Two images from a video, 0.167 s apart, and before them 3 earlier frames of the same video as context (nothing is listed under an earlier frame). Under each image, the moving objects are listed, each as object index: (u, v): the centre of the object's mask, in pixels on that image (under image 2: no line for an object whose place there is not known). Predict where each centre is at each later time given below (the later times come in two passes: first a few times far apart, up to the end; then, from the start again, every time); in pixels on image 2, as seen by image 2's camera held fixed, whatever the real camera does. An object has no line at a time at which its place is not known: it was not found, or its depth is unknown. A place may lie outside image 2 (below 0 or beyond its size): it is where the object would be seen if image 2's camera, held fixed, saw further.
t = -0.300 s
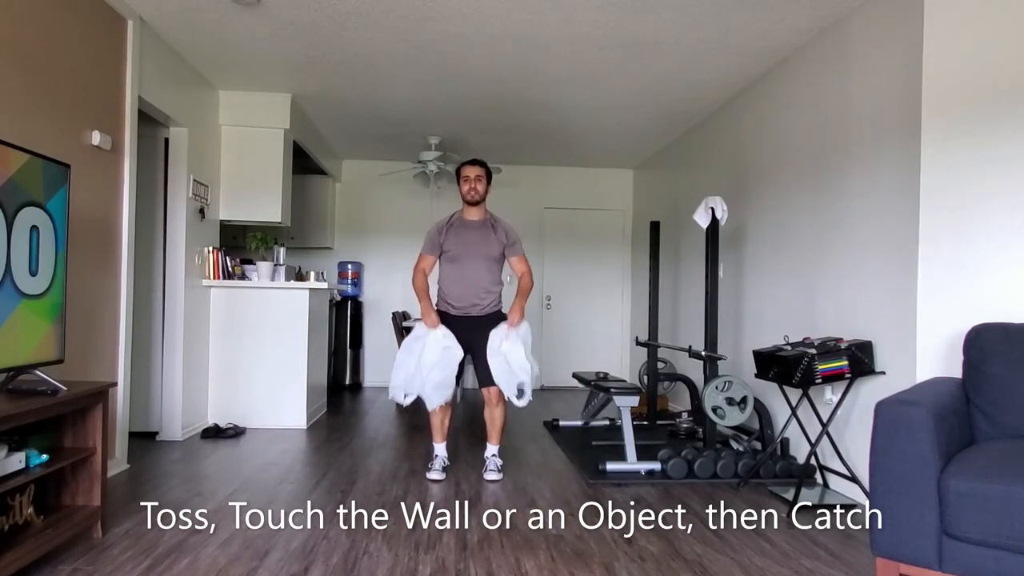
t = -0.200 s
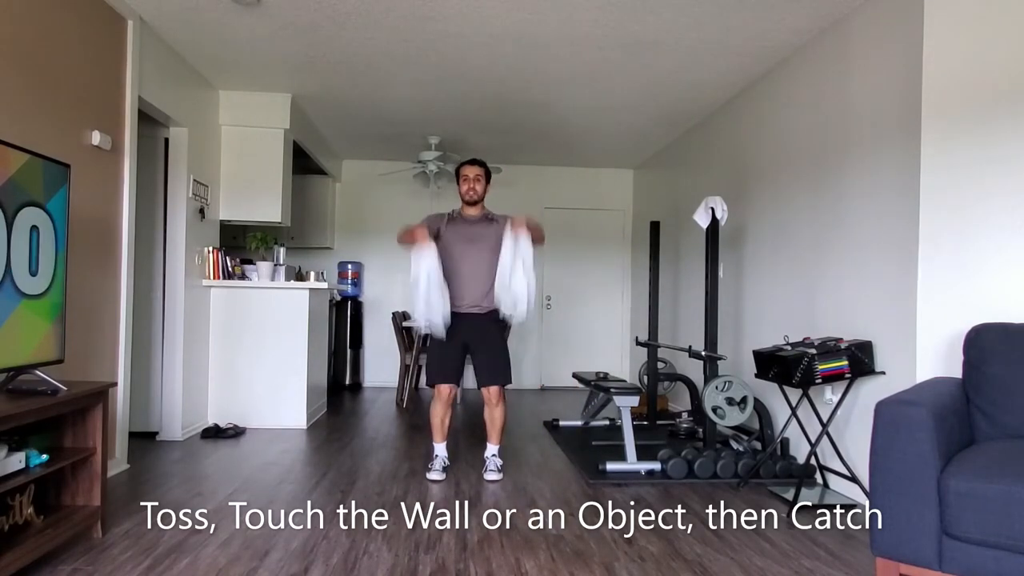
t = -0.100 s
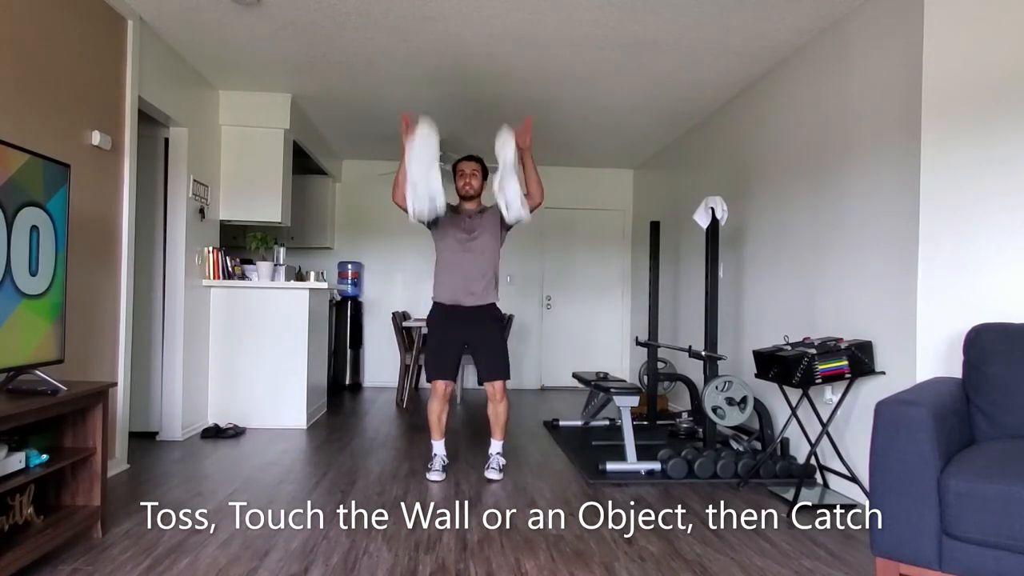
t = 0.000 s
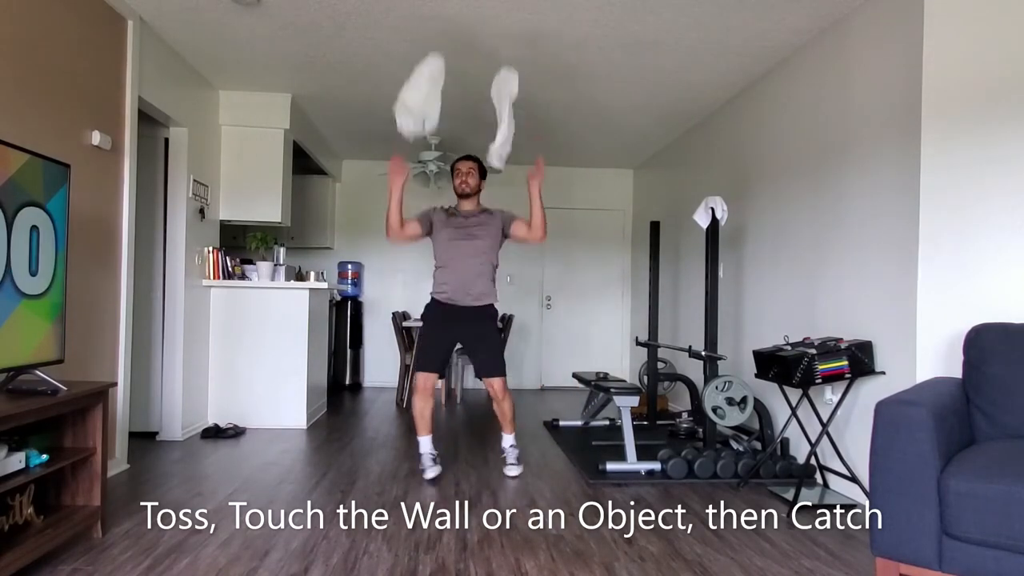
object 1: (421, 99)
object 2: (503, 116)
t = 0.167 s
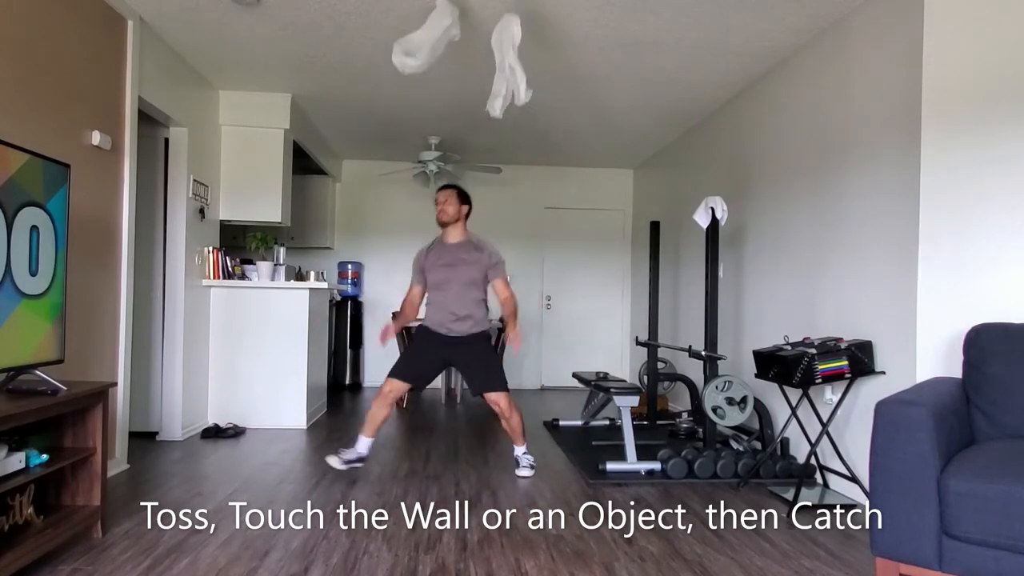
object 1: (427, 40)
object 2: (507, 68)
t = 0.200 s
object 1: (429, 35)
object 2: (508, 62)
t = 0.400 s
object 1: (434, 31)
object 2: (517, 59)
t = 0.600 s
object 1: (434, 44)
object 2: (528, 83)
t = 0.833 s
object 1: (439, 73)
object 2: (537, 118)
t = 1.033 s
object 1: (454, 102)
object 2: (545, 149)
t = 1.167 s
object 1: (466, 121)
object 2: (555, 168)
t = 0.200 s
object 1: (429, 35)
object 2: (508, 62)
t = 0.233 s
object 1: (431, 33)
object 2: (510, 58)
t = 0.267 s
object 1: (432, 31)
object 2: (511, 56)
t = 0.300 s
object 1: (432, 30)
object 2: (512, 55)
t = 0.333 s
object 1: (433, 30)
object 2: (514, 55)
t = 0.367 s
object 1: (434, 30)
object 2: (515, 57)
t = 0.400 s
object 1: (434, 31)
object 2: (517, 59)
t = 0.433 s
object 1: (435, 31)
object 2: (519, 62)
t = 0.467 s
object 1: (435, 33)
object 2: (521, 65)
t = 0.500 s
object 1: (434, 35)
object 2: (522, 69)
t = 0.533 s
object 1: (434, 38)
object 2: (524, 73)
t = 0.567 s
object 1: (434, 41)
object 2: (526, 78)
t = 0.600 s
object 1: (434, 44)
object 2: (528, 83)
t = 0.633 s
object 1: (434, 48)
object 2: (530, 88)
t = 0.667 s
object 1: (435, 51)
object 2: (532, 93)
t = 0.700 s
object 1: (435, 55)
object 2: (533, 99)
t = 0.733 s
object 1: (436, 59)
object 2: (534, 105)
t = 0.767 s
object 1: (437, 63)
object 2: (535, 109)
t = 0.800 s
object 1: (438, 68)
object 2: (536, 114)
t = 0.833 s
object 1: (439, 73)
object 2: (537, 118)
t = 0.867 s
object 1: (441, 79)
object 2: (538, 123)
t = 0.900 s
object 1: (443, 85)
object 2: (539, 128)
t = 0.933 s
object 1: (446, 90)
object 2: (540, 133)
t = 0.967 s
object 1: (448, 94)
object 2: (542, 138)
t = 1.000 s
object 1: (451, 98)
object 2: (544, 144)
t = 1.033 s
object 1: (454, 102)
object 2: (545, 149)
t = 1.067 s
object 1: (457, 106)
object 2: (548, 154)
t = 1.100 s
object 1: (460, 111)
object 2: (550, 159)
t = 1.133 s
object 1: (463, 116)
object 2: (552, 164)
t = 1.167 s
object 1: (466, 121)
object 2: (555, 168)
